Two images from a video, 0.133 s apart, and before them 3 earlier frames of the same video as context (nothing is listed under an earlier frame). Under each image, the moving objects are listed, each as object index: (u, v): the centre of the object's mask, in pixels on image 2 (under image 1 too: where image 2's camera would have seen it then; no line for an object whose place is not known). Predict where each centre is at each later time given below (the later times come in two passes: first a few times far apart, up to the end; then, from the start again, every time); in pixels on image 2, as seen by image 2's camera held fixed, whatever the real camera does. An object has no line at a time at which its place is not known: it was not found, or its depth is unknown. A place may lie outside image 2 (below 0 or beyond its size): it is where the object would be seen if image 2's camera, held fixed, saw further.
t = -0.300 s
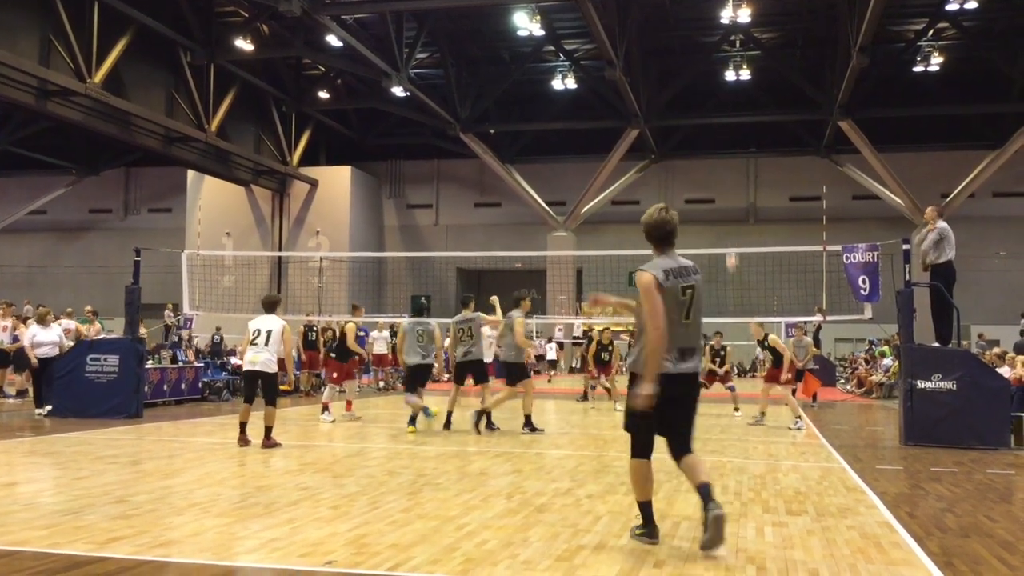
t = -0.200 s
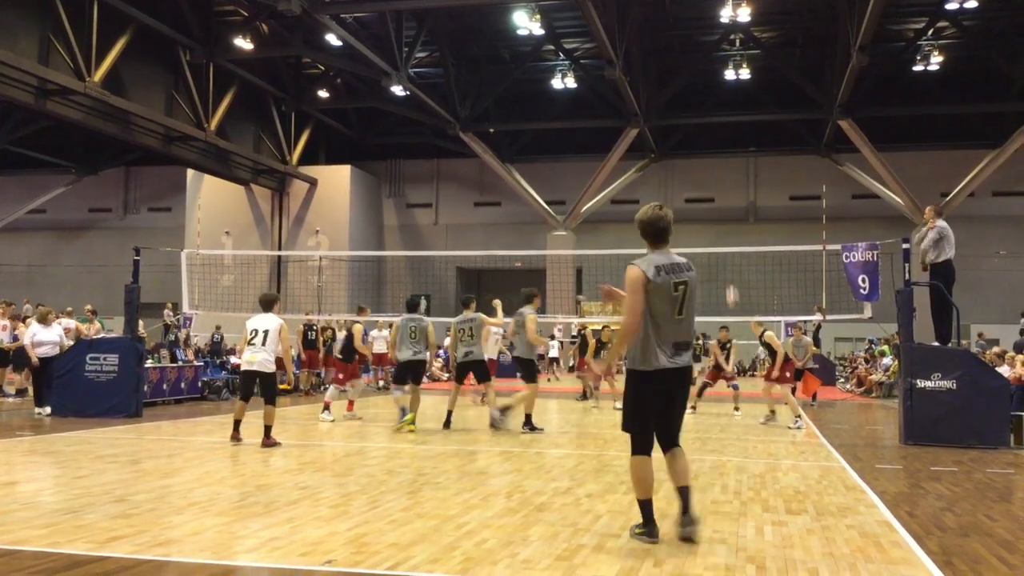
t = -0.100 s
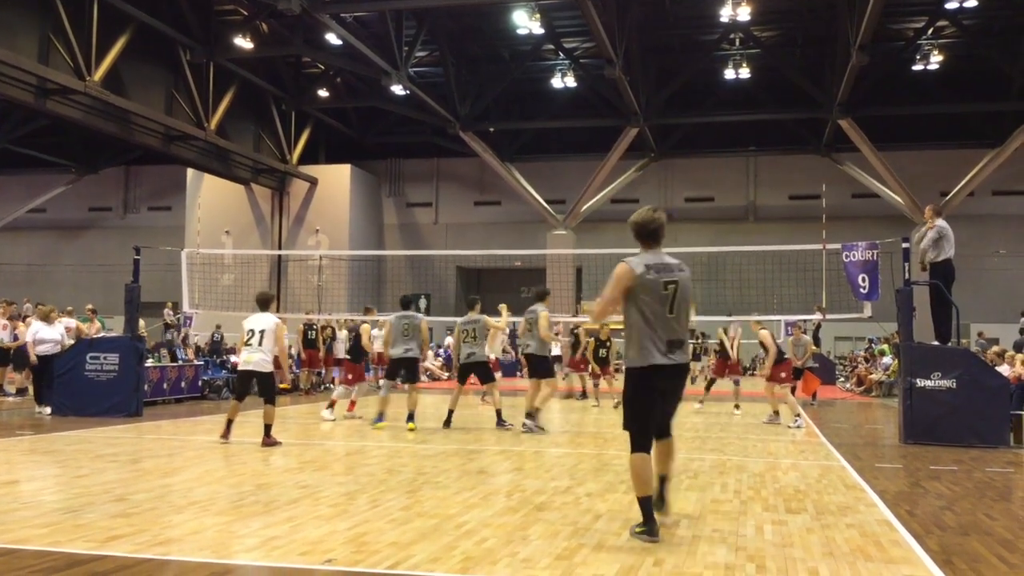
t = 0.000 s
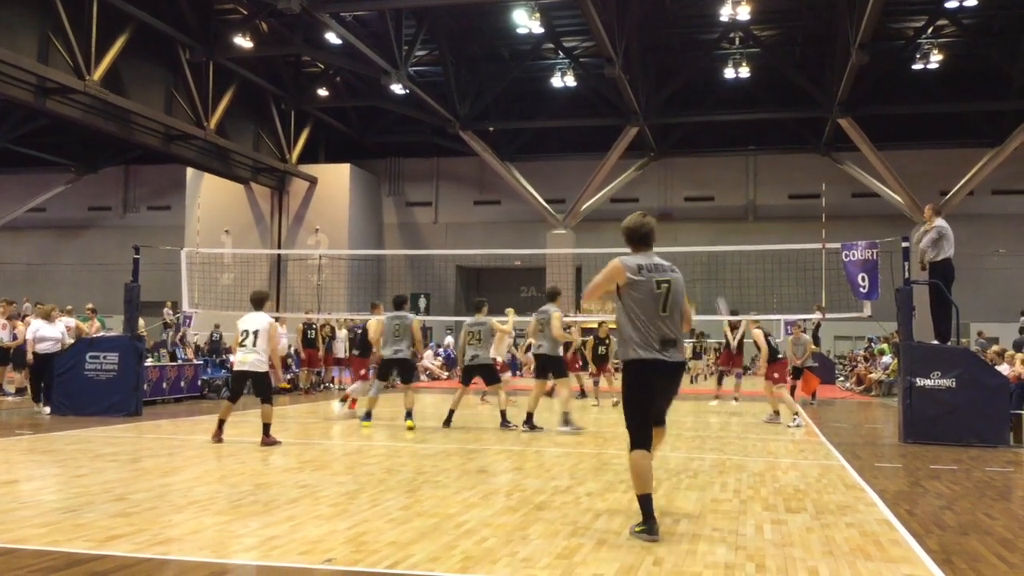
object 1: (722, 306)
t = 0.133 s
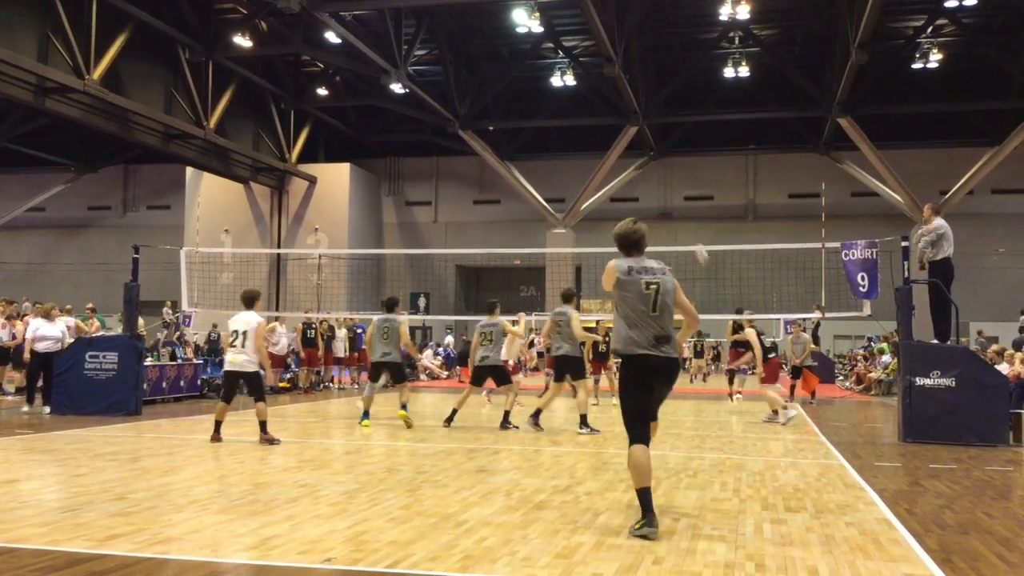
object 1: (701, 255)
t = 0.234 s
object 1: (686, 219)
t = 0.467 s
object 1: (648, 158)
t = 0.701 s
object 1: (609, 125)
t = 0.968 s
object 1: (561, 126)
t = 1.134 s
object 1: (529, 150)
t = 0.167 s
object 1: (695, 239)
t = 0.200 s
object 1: (691, 230)
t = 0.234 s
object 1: (686, 219)
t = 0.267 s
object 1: (680, 209)
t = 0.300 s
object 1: (675, 199)
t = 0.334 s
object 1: (670, 190)
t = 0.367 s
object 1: (664, 181)
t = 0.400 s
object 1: (659, 172)
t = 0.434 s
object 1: (653, 164)
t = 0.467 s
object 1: (648, 158)
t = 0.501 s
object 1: (642, 151)
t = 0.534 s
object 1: (637, 146)
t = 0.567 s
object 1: (632, 140)
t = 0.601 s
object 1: (626, 135)
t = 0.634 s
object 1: (620, 131)
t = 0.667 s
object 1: (614, 127)
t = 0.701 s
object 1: (609, 125)
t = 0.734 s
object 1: (603, 122)
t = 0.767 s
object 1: (597, 121)
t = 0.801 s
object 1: (591, 120)
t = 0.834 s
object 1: (585, 120)
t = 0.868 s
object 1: (579, 120)
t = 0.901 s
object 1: (573, 122)
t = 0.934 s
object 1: (567, 123)
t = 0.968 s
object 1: (561, 126)
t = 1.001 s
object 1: (555, 129)
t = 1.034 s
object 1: (548, 133)
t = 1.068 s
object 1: (542, 138)
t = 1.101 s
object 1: (536, 143)
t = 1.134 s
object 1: (529, 150)
